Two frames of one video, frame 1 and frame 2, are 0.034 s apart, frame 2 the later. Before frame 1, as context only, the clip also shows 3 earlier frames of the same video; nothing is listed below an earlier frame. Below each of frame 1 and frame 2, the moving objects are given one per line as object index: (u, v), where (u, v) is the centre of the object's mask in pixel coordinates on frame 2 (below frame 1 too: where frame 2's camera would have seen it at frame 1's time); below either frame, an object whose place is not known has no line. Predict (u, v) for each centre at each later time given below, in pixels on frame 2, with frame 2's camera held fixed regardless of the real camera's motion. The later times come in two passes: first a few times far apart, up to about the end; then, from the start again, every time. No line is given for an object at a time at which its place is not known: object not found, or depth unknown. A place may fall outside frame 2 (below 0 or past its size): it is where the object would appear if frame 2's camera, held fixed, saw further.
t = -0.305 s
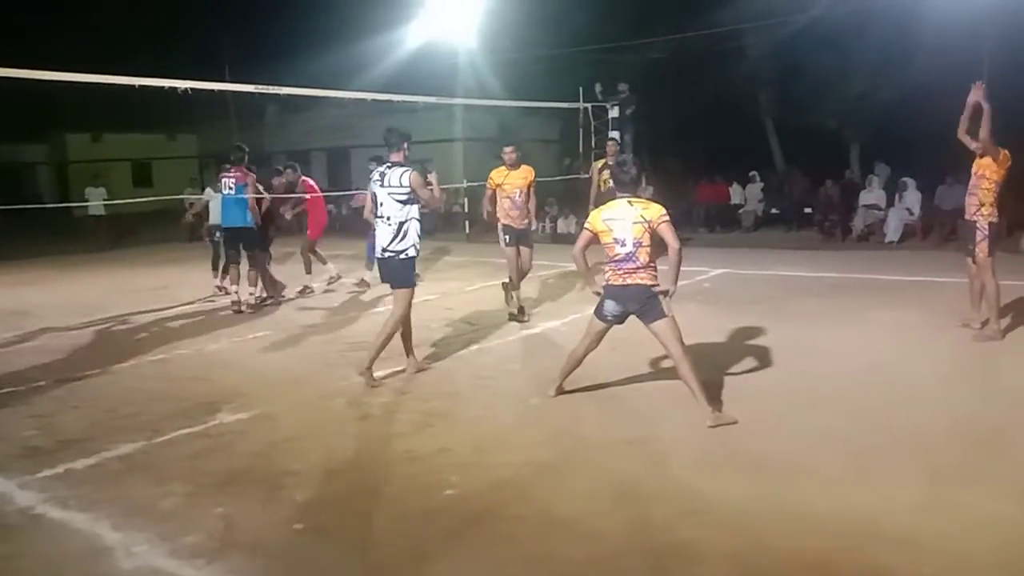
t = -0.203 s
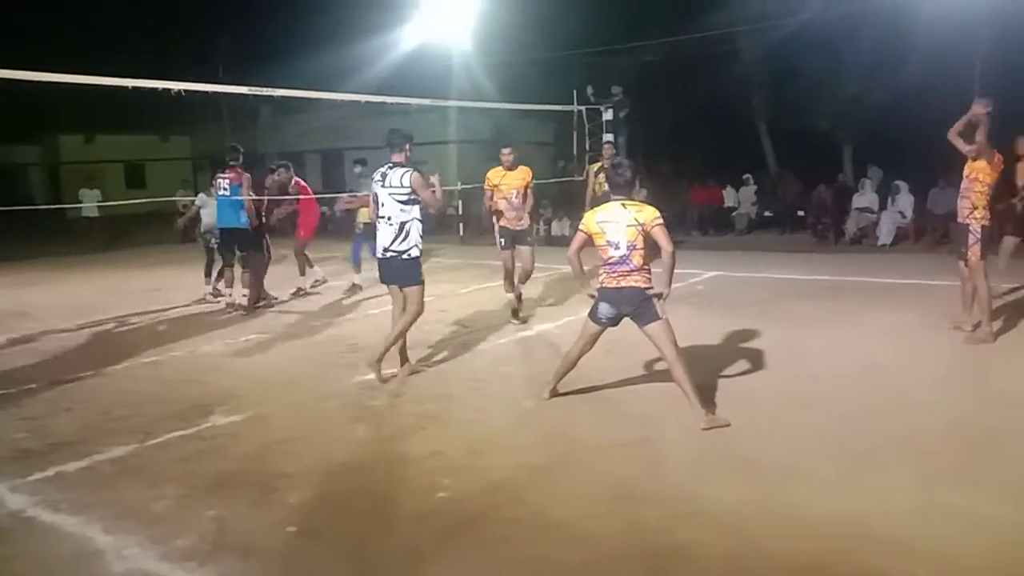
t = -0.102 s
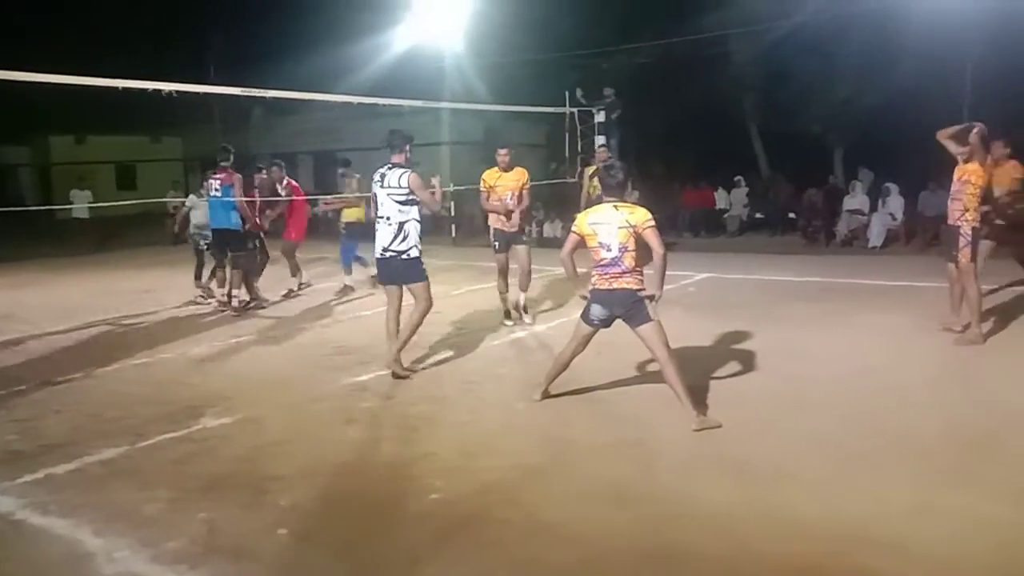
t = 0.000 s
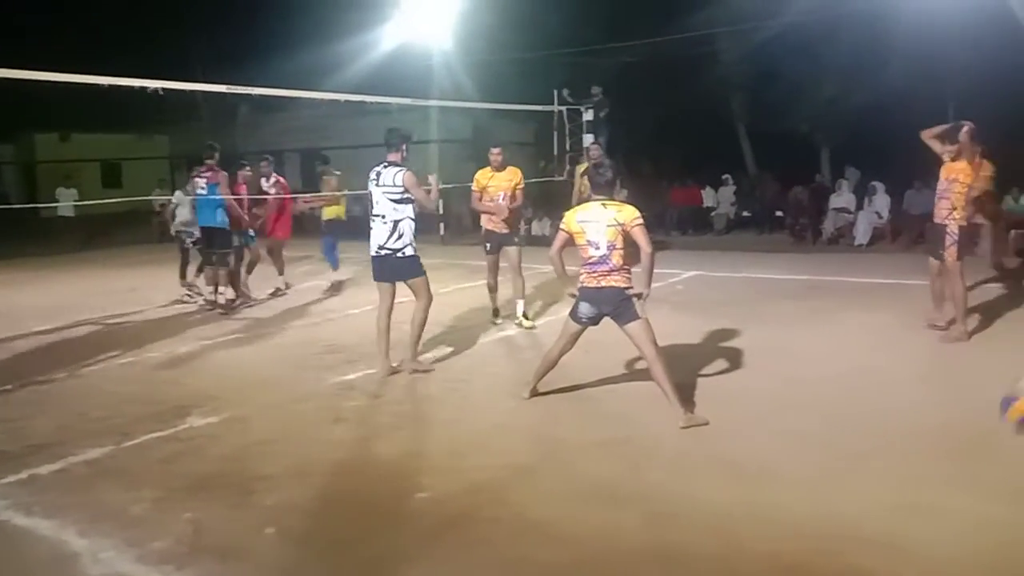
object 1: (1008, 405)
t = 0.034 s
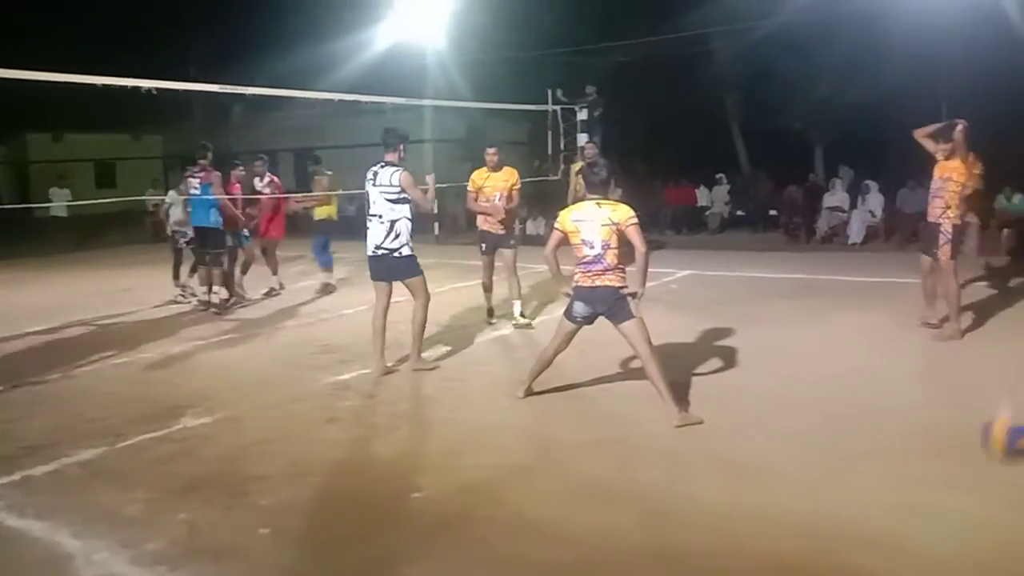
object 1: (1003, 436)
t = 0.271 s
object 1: (940, 403)
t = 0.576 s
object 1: (874, 322)
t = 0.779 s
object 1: (837, 376)
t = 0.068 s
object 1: (995, 462)
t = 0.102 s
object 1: (983, 498)
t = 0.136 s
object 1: (978, 516)
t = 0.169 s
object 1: (966, 487)
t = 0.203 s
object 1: (957, 455)
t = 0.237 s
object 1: (949, 425)
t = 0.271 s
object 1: (940, 403)
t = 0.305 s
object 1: (932, 384)
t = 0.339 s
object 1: (925, 365)
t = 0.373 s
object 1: (915, 350)
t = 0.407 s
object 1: (910, 343)
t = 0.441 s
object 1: (903, 331)
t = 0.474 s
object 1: (895, 324)
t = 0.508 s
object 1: (888, 321)
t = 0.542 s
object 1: (881, 320)
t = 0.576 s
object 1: (874, 322)
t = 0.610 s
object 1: (868, 325)
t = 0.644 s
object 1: (861, 332)
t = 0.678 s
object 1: (855, 341)
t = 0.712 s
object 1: (850, 350)
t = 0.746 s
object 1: (843, 363)
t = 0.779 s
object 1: (837, 376)
